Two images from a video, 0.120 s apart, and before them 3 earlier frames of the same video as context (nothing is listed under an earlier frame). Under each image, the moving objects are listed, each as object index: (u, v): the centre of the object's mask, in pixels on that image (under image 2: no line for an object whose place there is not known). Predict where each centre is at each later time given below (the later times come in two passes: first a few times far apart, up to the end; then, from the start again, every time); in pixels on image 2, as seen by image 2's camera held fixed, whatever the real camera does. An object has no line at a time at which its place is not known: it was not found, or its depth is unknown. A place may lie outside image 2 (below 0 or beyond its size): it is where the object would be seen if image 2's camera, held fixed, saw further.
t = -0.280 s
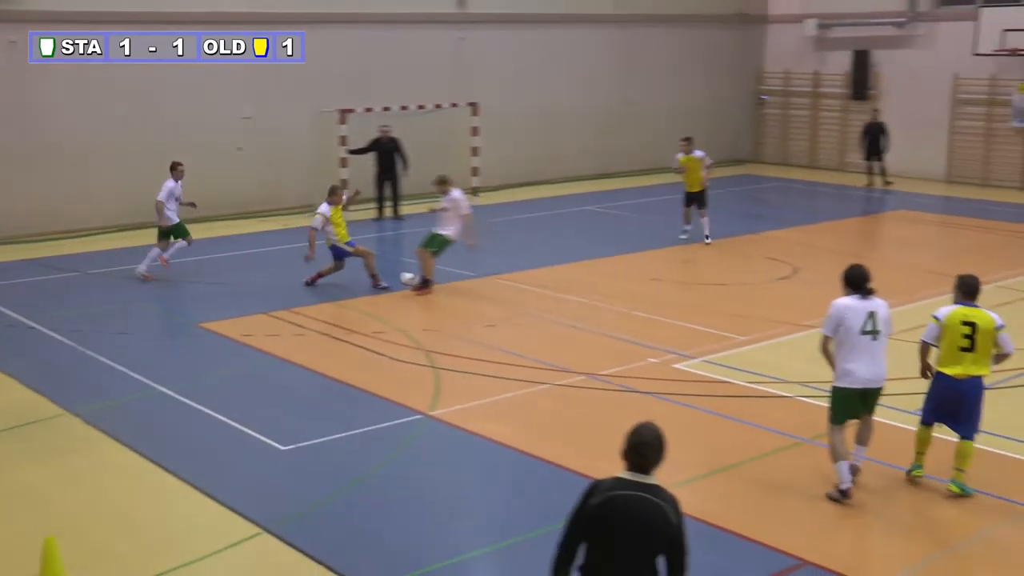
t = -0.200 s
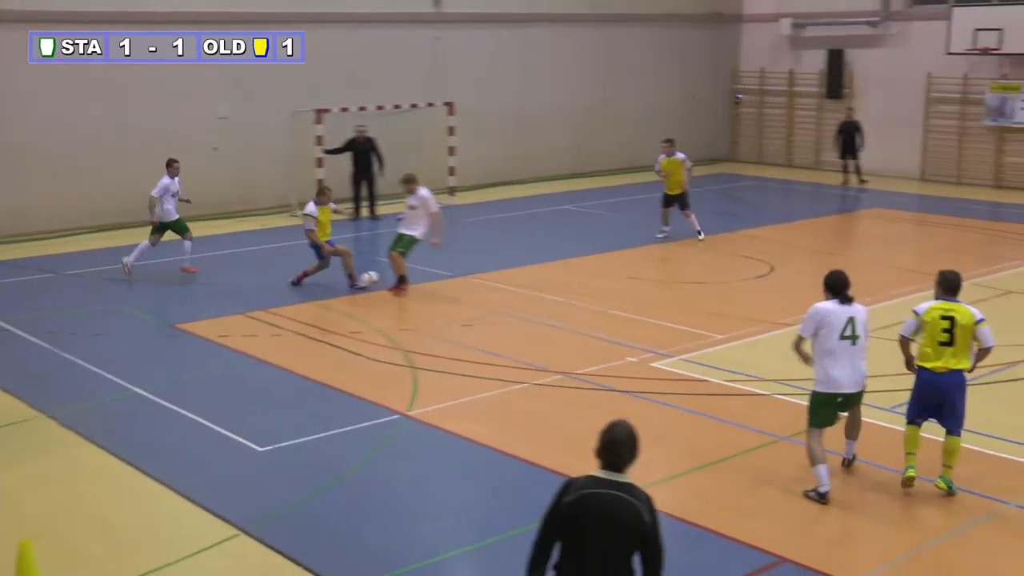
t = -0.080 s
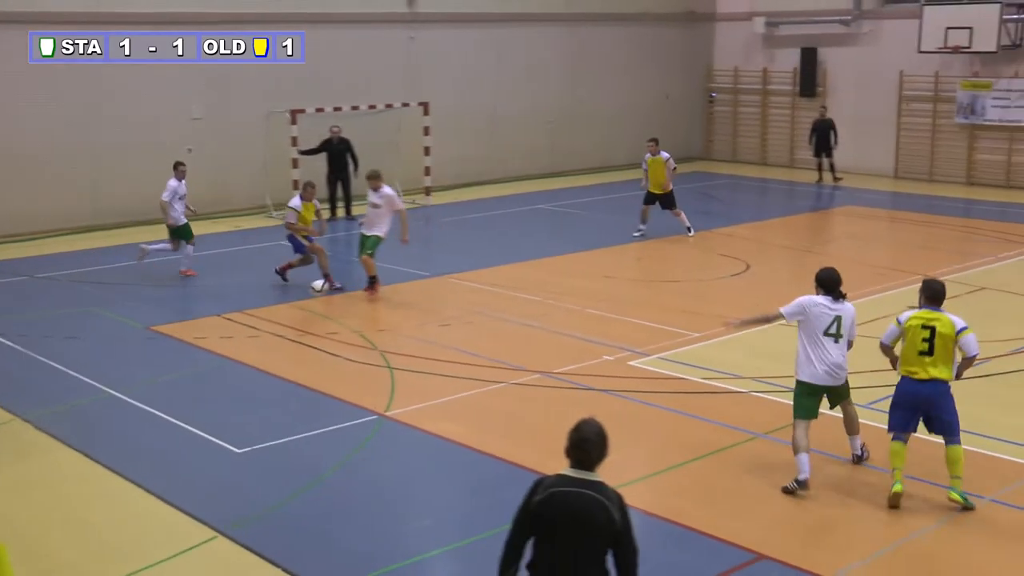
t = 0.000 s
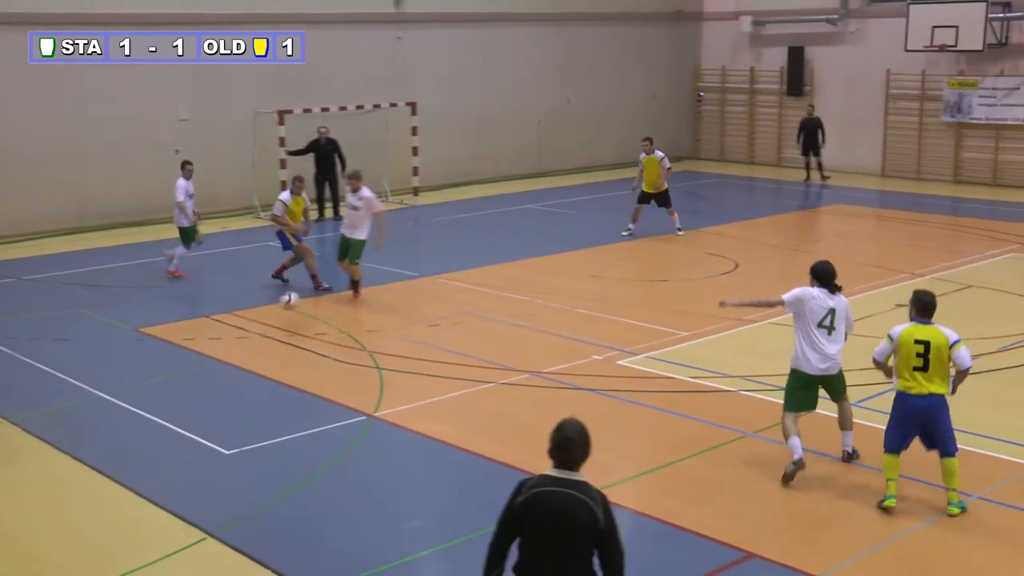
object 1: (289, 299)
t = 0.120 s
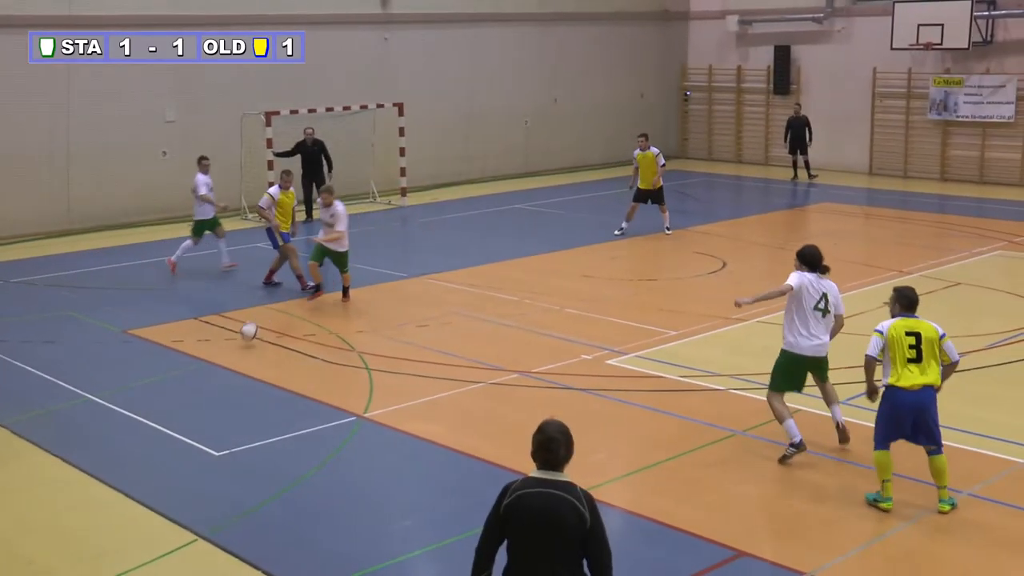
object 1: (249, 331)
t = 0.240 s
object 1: (225, 343)
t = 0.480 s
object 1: (181, 383)
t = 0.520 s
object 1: (175, 385)
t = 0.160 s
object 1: (239, 343)
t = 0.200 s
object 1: (232, 342)
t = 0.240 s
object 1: (225, 343)
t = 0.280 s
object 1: (218, 347)
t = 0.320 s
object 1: (210, 350)
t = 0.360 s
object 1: (204, 357)
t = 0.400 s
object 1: (196, 364)
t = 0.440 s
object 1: (188, 373)
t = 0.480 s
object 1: (181, 383)
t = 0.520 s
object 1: (175, 385)
